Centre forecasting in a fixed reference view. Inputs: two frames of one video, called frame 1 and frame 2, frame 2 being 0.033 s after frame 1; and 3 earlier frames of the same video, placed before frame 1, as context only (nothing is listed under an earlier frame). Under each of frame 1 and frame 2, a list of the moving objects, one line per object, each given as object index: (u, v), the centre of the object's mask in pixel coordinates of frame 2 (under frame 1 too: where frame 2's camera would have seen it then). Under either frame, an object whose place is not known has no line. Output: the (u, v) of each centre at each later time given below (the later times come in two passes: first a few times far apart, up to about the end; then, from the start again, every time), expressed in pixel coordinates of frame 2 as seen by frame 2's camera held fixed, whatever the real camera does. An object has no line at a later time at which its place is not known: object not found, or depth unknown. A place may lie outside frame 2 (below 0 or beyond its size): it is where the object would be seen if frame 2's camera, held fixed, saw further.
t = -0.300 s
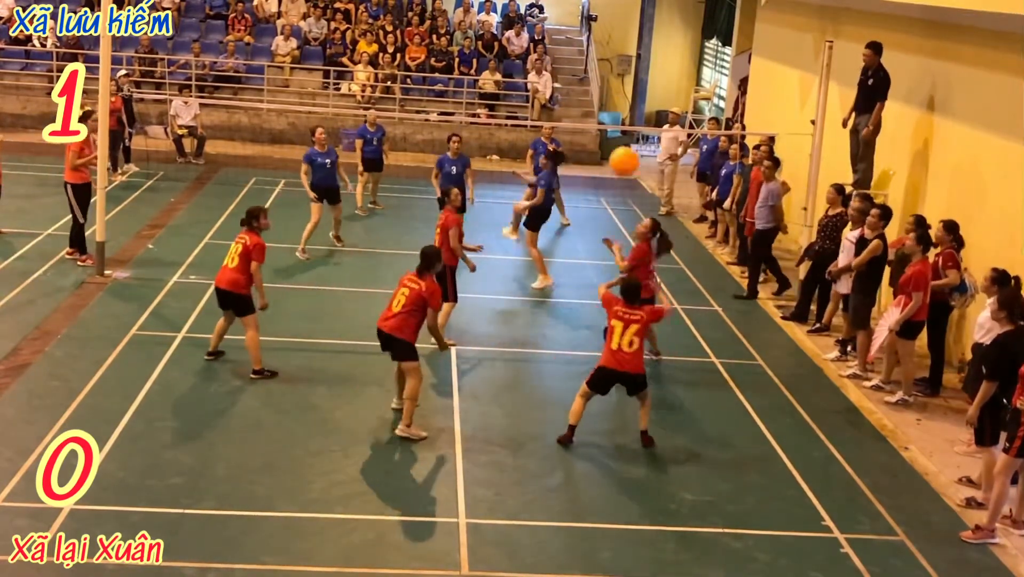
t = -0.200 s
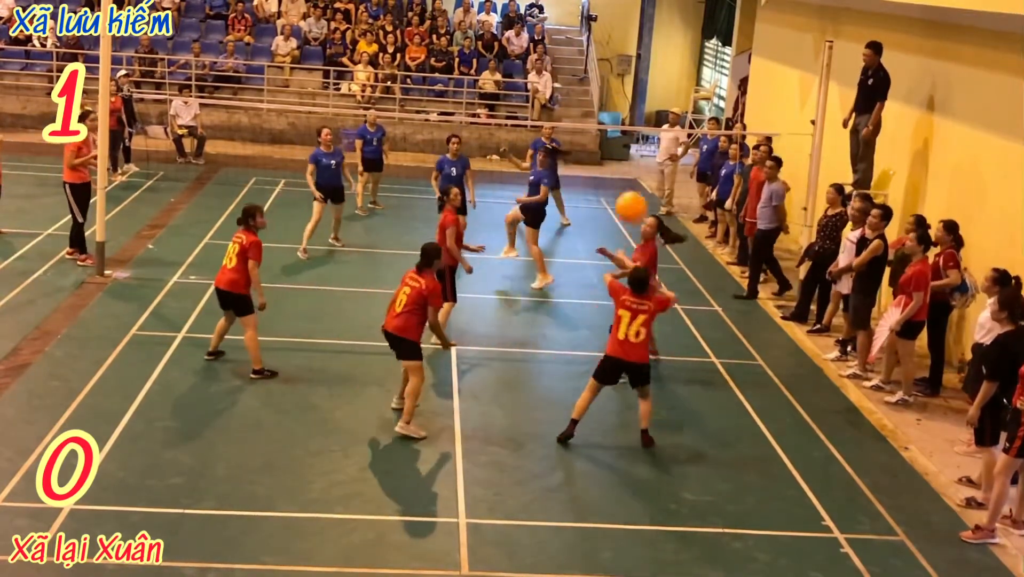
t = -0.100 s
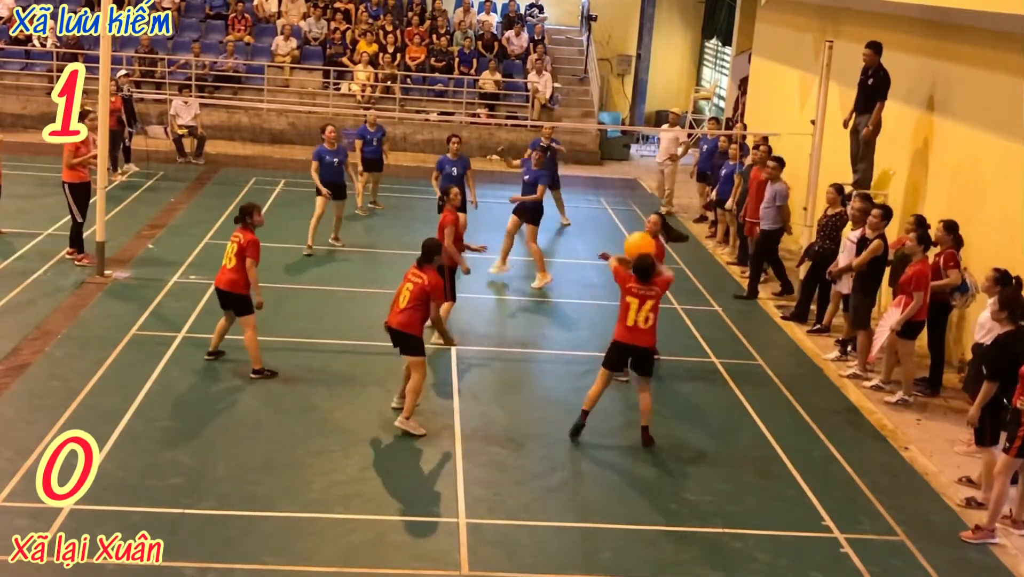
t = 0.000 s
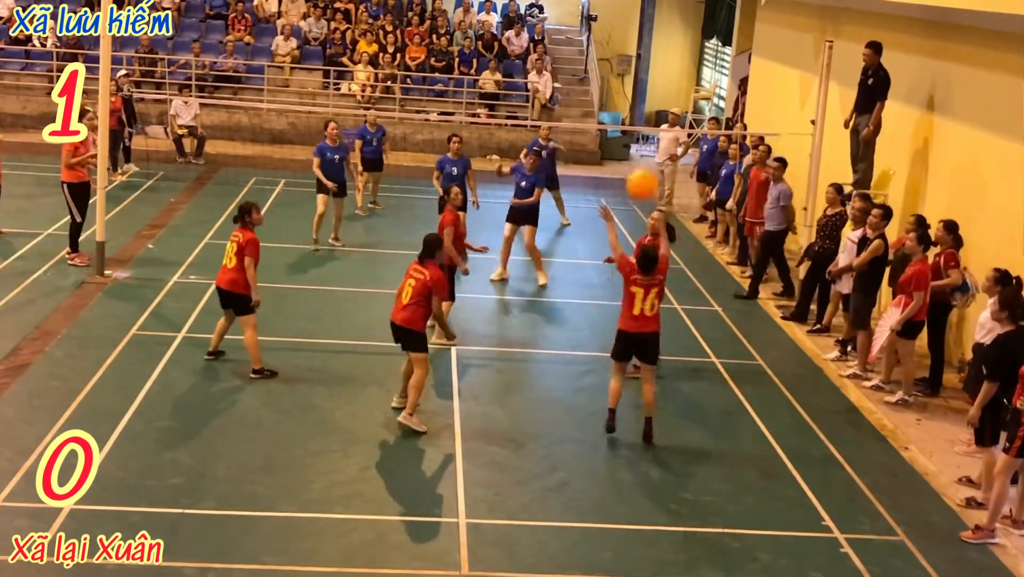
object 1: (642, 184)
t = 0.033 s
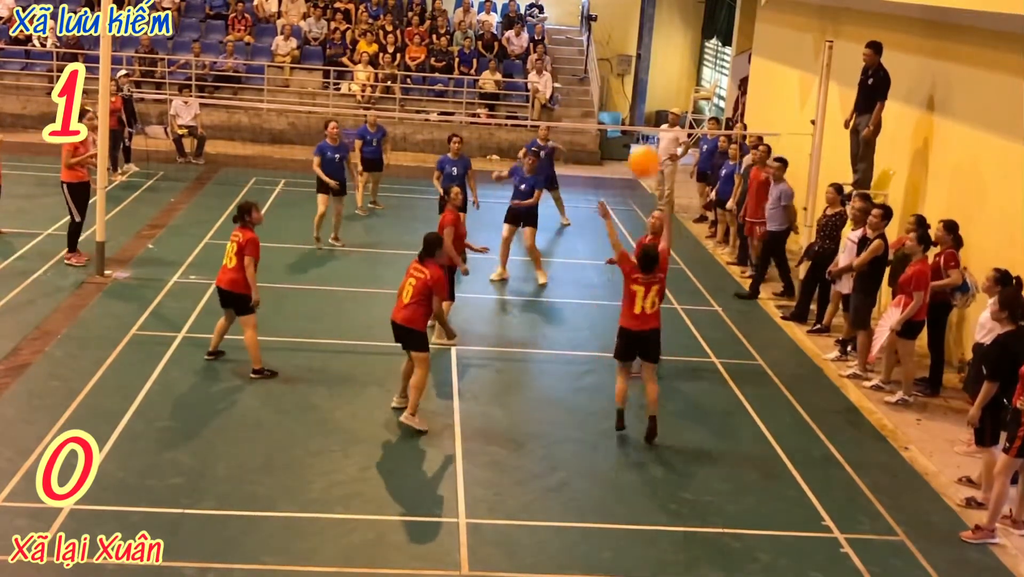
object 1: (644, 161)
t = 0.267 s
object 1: (652, 49)
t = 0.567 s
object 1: (657, 11)
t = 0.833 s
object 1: (652, 58)
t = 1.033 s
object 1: (645, 143)
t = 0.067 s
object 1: (645, 141)
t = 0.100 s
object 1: (647, 122)
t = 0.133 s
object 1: (648, 104)
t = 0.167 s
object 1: (649, 88)
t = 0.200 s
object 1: (650, 74)
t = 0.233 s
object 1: (651, 60)
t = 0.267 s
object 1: (652, 49)
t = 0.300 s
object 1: (653, 39)
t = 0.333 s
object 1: (654, 29)
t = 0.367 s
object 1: (654, 22)
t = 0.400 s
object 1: (655, 16)
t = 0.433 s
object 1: (656, 13)
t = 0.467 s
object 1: (657, 11)
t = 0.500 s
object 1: (657, 11)
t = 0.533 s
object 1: (657, 11)
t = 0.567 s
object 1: (657, 11)
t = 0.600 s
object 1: (657, 12)
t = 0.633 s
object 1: (656, 14)
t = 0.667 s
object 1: (657, 17)
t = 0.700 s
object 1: (656, 23)
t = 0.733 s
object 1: (655, 30)
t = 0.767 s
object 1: (654, 38)
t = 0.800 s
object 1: (653, 48)
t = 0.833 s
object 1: (652, 58)
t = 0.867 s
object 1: (651, 70)
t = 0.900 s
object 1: (650, 82)
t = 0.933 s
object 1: (649, 96)
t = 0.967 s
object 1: (647, 111)
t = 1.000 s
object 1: (646, 126)
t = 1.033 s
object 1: (645, 143)
